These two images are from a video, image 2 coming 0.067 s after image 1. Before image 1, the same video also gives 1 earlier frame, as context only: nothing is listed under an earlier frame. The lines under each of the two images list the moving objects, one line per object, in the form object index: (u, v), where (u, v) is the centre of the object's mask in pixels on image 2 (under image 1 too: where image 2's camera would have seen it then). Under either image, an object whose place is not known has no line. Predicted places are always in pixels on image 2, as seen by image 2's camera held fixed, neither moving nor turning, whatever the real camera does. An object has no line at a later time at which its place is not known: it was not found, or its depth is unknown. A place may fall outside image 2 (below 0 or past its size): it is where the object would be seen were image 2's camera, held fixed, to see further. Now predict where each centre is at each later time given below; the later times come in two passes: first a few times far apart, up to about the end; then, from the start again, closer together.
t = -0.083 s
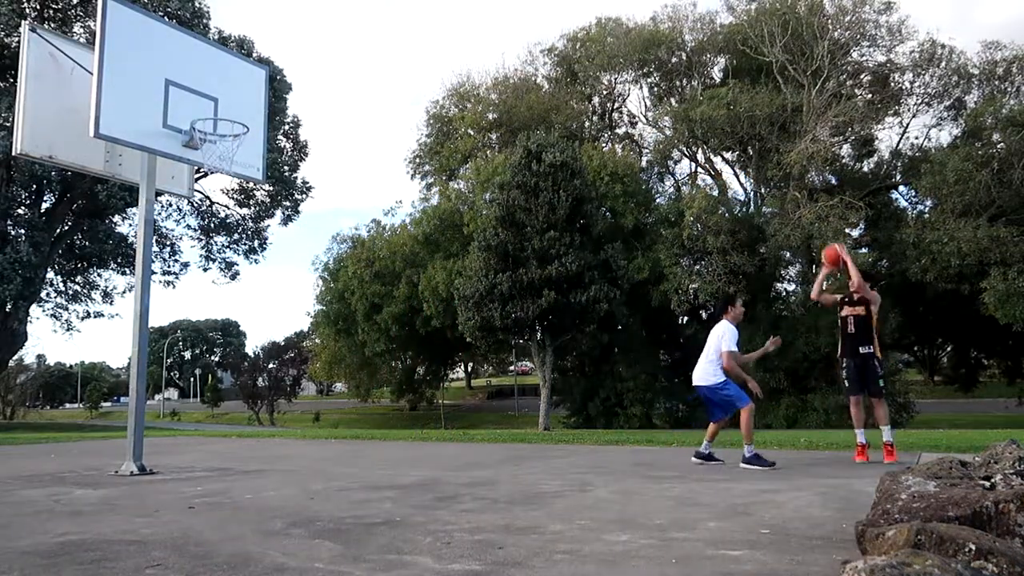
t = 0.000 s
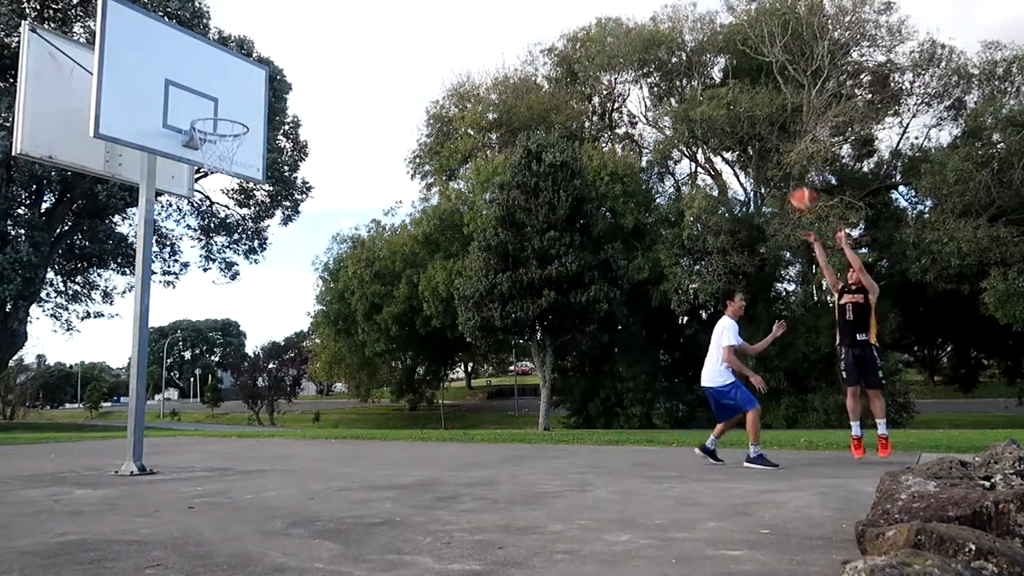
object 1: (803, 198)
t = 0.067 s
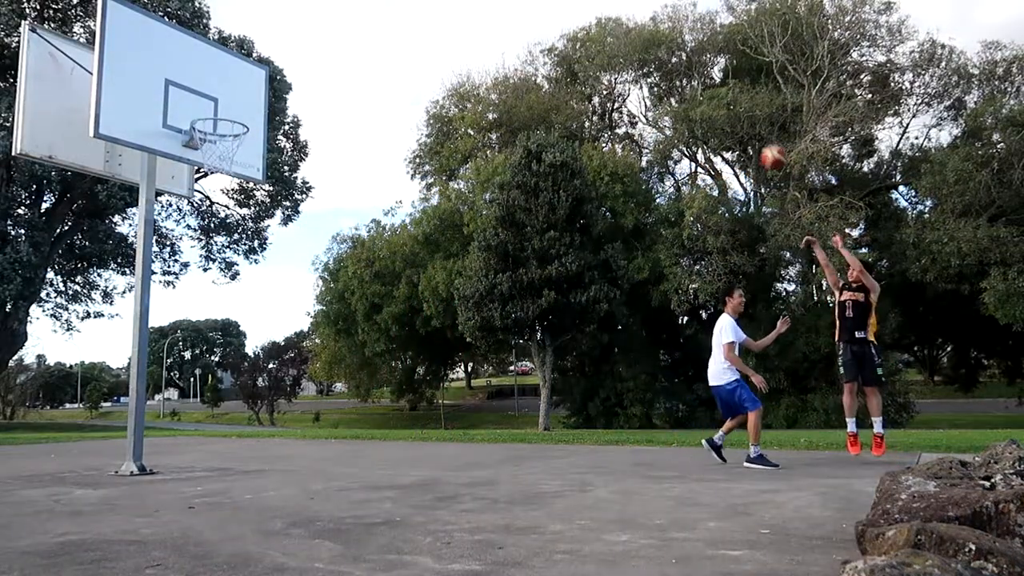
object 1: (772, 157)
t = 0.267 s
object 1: (683, 54)
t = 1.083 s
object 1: (320, 30)
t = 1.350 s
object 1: (198, 158)
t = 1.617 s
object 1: (135, 246)
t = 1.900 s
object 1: (59, 434)
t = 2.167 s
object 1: (96, 340)
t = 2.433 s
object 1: (119, 278)
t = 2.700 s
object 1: (89, 299)
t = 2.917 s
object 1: (59, 383)
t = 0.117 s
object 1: (750, 127)
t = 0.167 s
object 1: (728, 101)
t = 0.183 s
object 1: (721, 93)
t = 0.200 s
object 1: (712, 84)
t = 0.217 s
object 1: (705, 76)
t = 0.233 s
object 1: (698, 69)
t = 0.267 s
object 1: (683, 54)
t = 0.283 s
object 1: (677, 48)
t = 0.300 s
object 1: (669, 42)
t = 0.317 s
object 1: (662, 35)
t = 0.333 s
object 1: (655, 30)
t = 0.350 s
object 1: (648, 23)
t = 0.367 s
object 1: (640, 18)
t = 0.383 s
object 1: (633, 12)
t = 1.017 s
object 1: (352, 9)
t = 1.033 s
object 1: (344, 13)
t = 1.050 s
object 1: (336, 18)
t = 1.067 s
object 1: (328, 24)
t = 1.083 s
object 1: (320, 30)
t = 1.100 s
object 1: (312, 37)
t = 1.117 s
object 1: (304, 44)
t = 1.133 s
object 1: (296, 51)
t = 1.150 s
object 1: (288, 58)
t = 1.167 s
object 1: (279, 66)
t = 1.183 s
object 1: (272, 73)
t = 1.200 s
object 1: (264, 83)
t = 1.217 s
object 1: (256, 92)
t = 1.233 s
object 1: (247, 101)
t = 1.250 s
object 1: (239, 109)
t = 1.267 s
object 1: (231, 119)
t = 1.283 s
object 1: (220, 130)
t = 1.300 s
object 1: (214, 140)
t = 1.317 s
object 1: (206, 150)
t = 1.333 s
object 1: (202, 153)
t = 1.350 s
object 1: (198, 158)
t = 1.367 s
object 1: (193, 160)
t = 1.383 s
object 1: (190, 164)
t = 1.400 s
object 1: (186, 167)
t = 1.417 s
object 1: (182, 172)
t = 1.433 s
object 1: (178, 176)
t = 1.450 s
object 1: (175, 180)
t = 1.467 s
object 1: (171, 185)
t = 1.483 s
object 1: (167, 191)
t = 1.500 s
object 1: (164, 197)
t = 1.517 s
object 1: (160, 202)
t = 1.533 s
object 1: (157, 209)
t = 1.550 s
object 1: (152, 217)
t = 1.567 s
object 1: (148, 223)
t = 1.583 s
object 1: (144, 230)
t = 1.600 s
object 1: (139, 238)
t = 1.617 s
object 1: (135, 246)
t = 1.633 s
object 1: (130, 254)
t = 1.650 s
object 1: (127, 262)
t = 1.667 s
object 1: (124, 270)
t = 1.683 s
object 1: (119, 281)
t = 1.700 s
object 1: (115, 291)
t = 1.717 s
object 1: (111, 300)
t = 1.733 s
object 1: (106, 310)
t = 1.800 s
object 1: (89, 357)
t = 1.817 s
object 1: (84, 369)
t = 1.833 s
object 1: (78, 380)
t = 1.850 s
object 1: (74, 392)
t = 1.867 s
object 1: (69, 406)
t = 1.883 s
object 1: (63, 421)
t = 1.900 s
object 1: (59, 434)
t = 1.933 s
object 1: (50, 463)
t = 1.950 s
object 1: (52, 460)
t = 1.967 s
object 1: (55, 448)
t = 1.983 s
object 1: (59, 437)
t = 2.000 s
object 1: (62, 426)
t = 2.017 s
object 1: (66, 416)
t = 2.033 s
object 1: (69, 405)
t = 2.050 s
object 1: (72, 396)
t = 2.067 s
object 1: (77, 387)
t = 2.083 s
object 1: (79, 378)
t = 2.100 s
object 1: (83, 371)
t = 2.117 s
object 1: (87, 362)
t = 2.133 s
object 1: (90, 354)
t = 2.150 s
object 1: (93, 347)
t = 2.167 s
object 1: (96, 340)
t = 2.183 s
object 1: (99, 333)
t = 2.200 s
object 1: (102, 327)
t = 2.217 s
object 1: (105, 321)
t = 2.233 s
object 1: (109, 316)
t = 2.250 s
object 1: (111, 311)
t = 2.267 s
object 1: (115, 306)
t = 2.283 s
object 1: (117, 301)
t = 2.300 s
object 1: (120, 297)
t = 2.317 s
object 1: (124, 293)
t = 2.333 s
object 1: (126, 290)
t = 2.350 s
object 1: (126, 287)
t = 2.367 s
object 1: (125, 285)
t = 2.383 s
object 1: (124, 283)
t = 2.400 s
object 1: (122, 281)
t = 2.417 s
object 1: (120, 280)
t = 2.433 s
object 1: (119, 278)
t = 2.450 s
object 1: (117, 277)
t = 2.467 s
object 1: (115, 276)
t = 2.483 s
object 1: (114, 276)
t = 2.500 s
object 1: (113, 276)
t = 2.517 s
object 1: (110, 276)
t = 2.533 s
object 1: (109, 276)
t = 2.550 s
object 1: (107, 277)
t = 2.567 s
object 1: (105, 279)
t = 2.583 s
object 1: (103, 280)
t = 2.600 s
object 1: (101, 282)
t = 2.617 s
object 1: (99, 284)
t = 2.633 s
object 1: (97, 287)
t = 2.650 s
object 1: (95, 290)
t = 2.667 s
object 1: (93, 293)
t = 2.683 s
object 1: (91, 296)
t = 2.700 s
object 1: (89, 299)
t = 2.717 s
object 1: (86, 304)
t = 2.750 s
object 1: (83, 313)
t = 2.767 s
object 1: (80, 319)
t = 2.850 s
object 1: (69, 351)
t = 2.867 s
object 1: (67, 359)
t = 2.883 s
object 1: (64, 367)
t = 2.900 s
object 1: (62, 375)
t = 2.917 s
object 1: (59, 383)
